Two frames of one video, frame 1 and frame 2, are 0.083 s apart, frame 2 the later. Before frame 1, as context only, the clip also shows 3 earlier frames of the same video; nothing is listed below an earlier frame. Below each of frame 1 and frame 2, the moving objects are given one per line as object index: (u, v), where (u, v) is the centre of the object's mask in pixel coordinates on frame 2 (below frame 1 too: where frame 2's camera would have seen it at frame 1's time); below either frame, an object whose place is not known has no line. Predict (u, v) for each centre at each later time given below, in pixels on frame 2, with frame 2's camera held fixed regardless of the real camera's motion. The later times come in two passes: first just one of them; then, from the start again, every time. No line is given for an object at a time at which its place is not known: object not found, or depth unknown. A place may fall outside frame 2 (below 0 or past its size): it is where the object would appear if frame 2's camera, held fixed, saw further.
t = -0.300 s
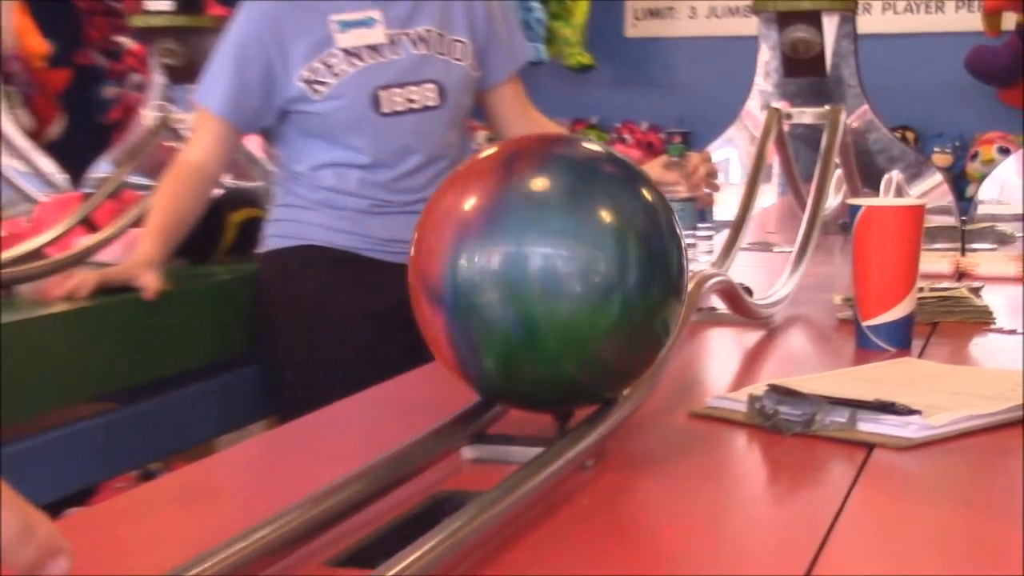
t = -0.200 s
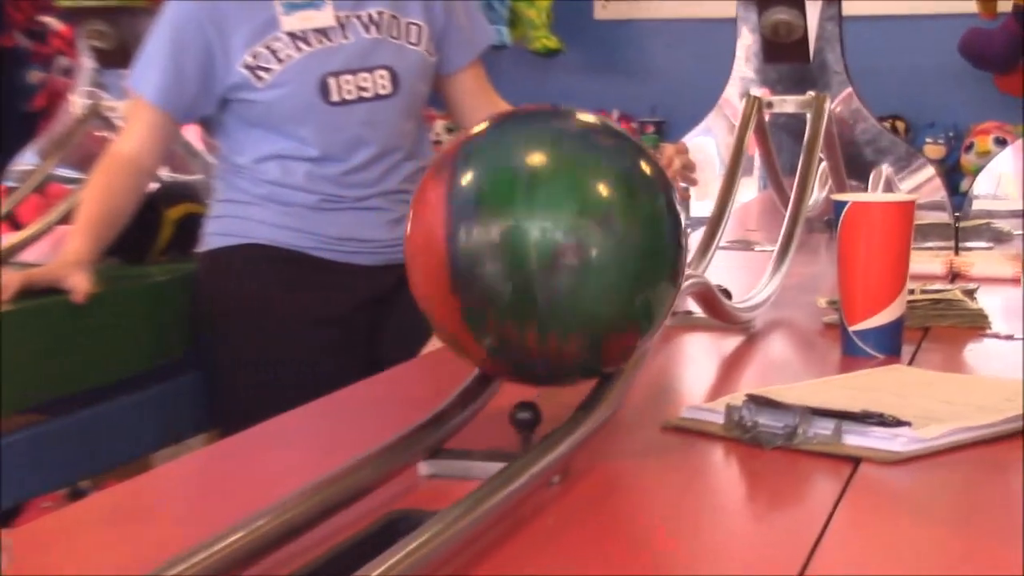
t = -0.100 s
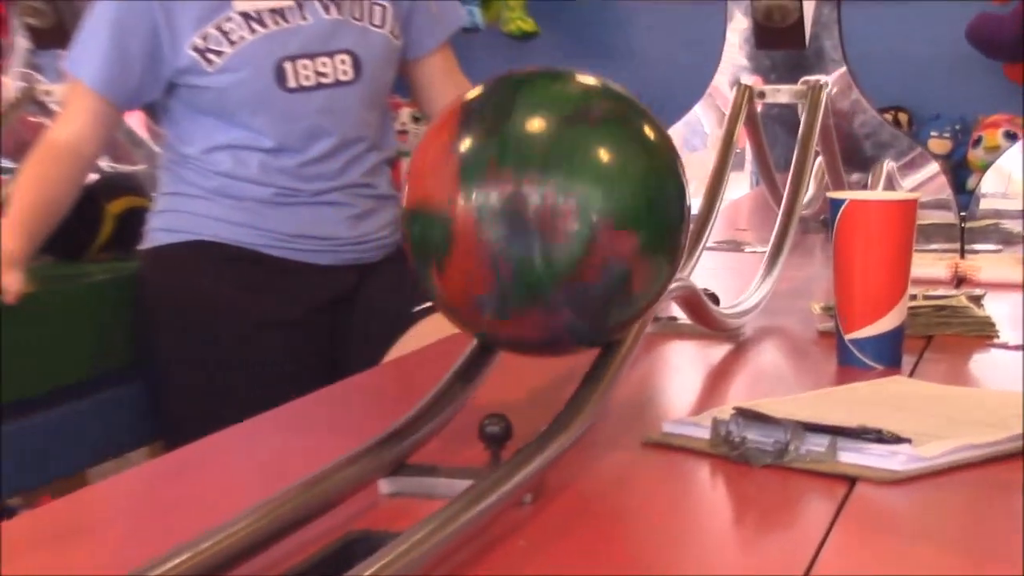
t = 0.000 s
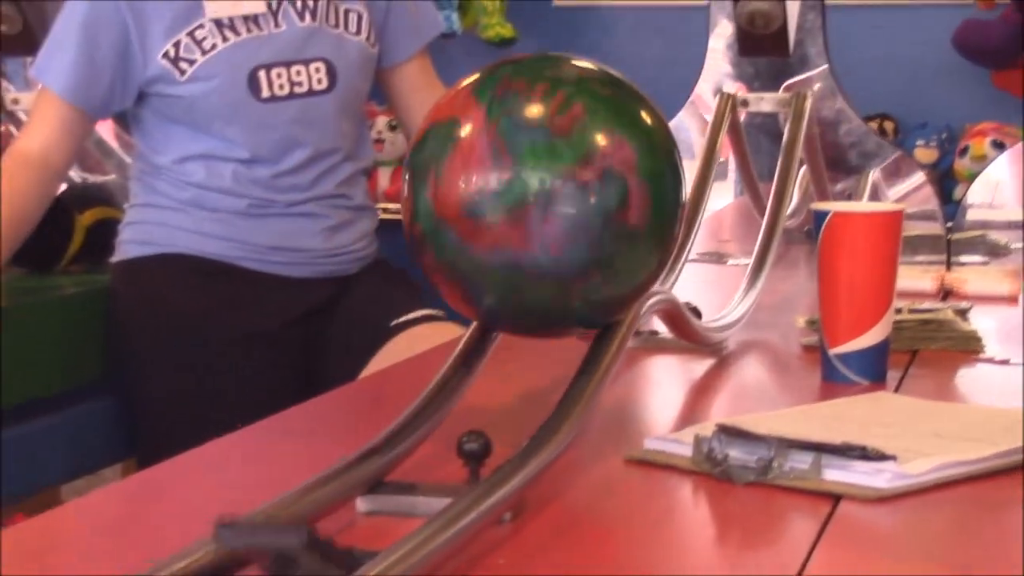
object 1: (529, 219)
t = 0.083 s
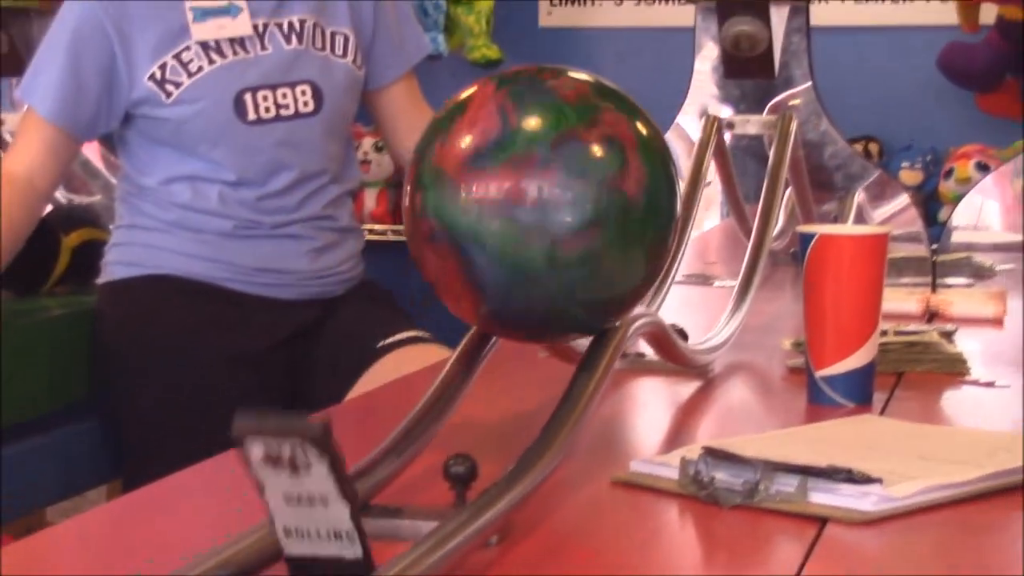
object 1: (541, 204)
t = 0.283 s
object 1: (562, 192)
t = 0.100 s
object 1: (543, 202)
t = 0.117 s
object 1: (545, 201)
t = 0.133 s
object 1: (547, 200)
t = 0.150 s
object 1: (549, 199)
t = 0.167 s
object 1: (551, 197)
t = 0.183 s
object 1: (553, 196)
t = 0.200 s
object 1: (554, 195)
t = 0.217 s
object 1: (556, 194)
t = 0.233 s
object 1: (558, 194)
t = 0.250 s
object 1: (559, 193)
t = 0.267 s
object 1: (560, 193)
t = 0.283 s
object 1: (562, 192)
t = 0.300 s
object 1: (563, 192)
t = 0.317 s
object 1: (564, 192)
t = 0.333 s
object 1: (566, 191)
